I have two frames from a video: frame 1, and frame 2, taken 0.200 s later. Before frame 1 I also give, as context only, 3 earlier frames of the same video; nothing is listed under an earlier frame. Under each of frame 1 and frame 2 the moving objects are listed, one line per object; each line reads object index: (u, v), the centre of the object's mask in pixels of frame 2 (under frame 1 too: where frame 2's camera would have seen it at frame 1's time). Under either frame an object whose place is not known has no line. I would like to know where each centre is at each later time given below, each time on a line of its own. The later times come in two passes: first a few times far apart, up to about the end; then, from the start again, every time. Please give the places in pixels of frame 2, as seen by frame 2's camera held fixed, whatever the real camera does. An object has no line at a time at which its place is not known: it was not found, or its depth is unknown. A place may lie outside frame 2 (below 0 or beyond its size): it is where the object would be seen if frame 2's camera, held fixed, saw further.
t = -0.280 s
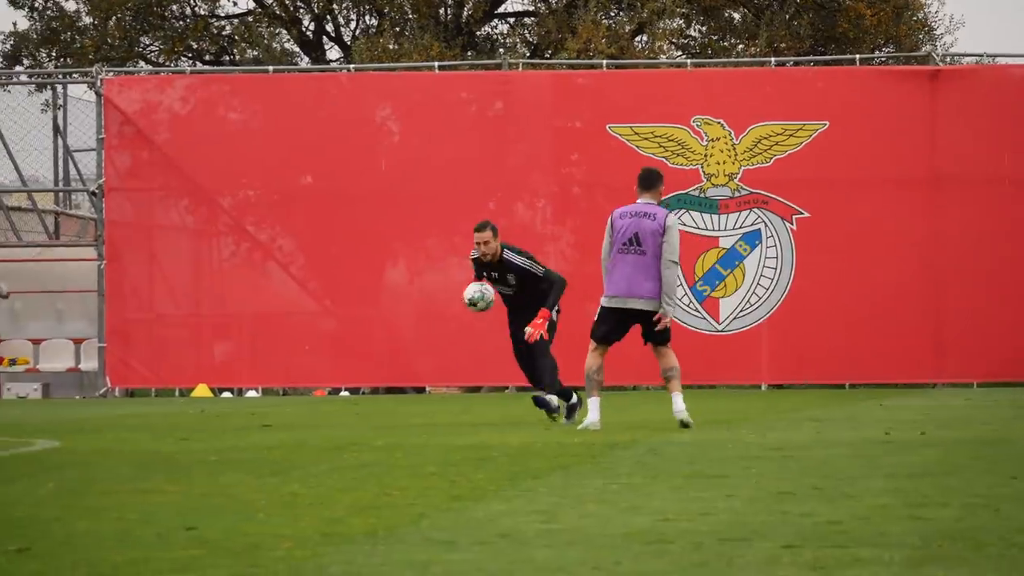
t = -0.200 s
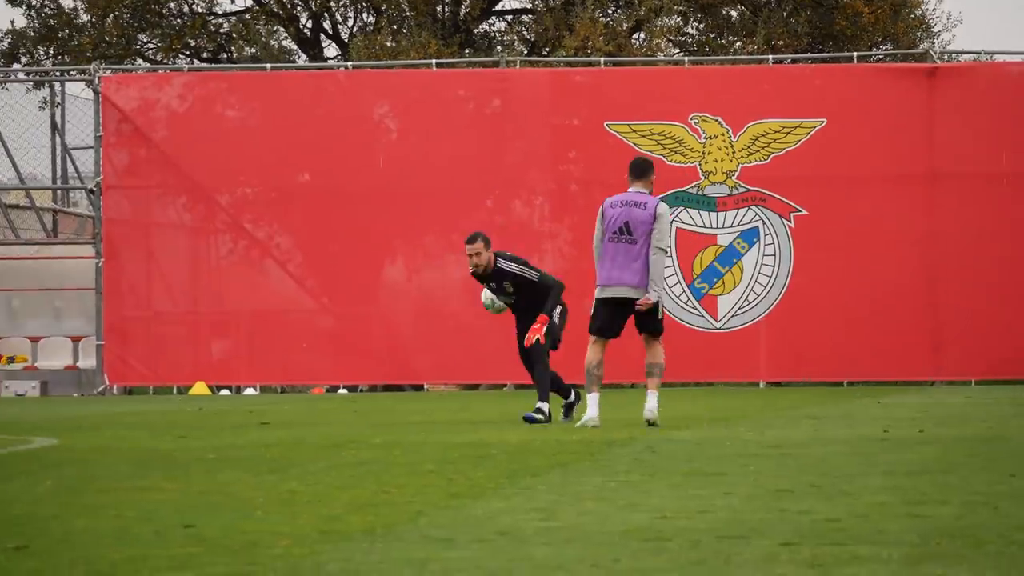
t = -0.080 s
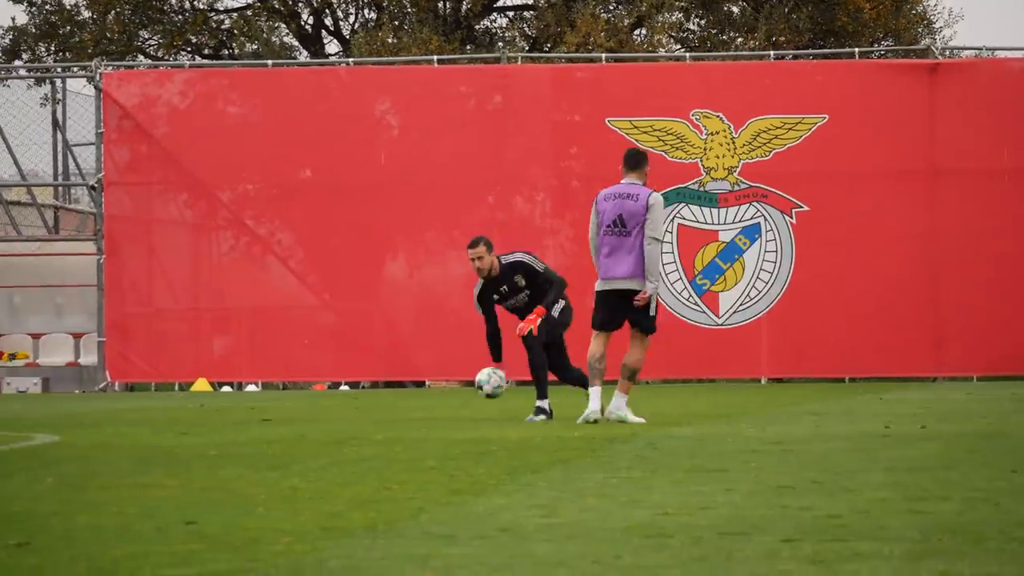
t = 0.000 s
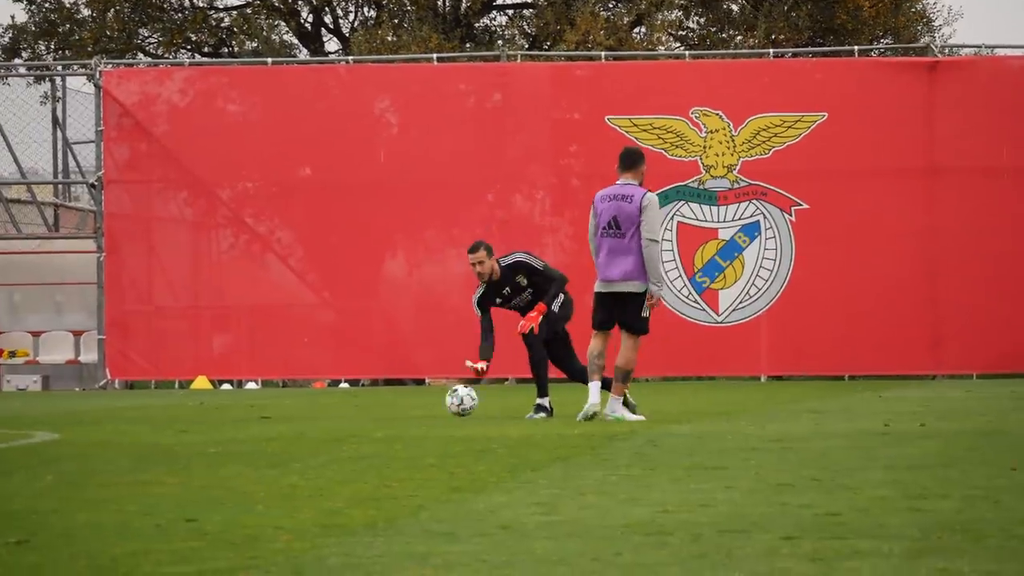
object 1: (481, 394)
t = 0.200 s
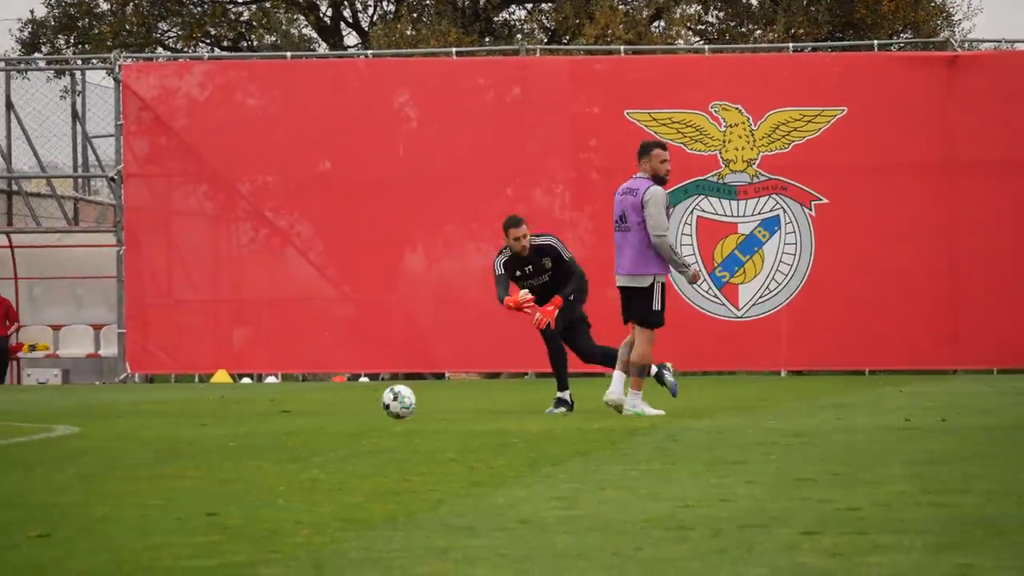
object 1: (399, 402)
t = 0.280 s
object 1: (364, 405)
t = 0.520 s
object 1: (259, 413)
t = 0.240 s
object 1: (381, 406)
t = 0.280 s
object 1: (364, 405)
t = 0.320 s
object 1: (347, 404)
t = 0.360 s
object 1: (330, 406)
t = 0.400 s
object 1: (312, 411)
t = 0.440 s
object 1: (294, 413)
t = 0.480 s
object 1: (277, 411)
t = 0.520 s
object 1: (259, 413)
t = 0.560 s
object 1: (240, 417)
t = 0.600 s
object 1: (221, 425)
